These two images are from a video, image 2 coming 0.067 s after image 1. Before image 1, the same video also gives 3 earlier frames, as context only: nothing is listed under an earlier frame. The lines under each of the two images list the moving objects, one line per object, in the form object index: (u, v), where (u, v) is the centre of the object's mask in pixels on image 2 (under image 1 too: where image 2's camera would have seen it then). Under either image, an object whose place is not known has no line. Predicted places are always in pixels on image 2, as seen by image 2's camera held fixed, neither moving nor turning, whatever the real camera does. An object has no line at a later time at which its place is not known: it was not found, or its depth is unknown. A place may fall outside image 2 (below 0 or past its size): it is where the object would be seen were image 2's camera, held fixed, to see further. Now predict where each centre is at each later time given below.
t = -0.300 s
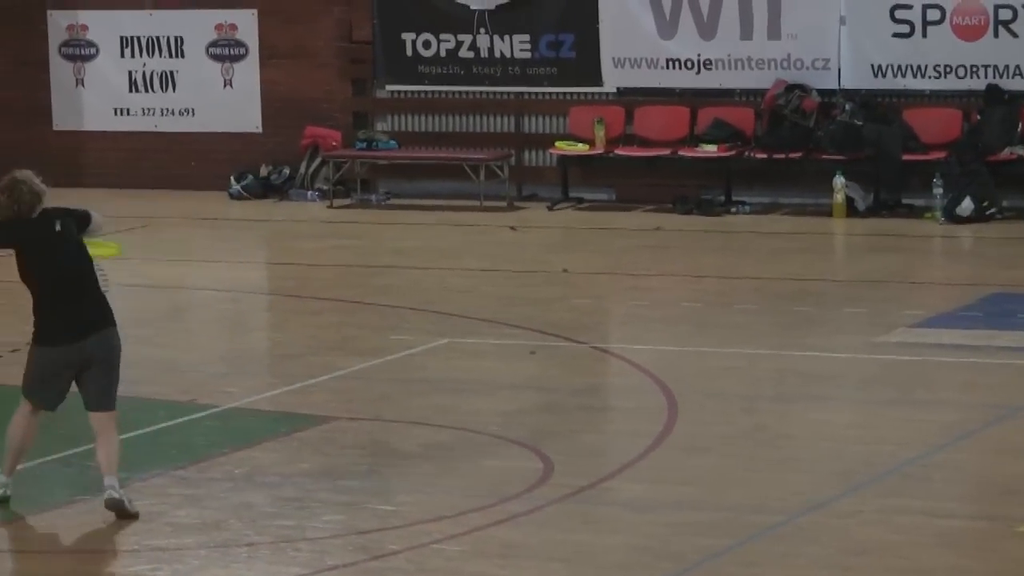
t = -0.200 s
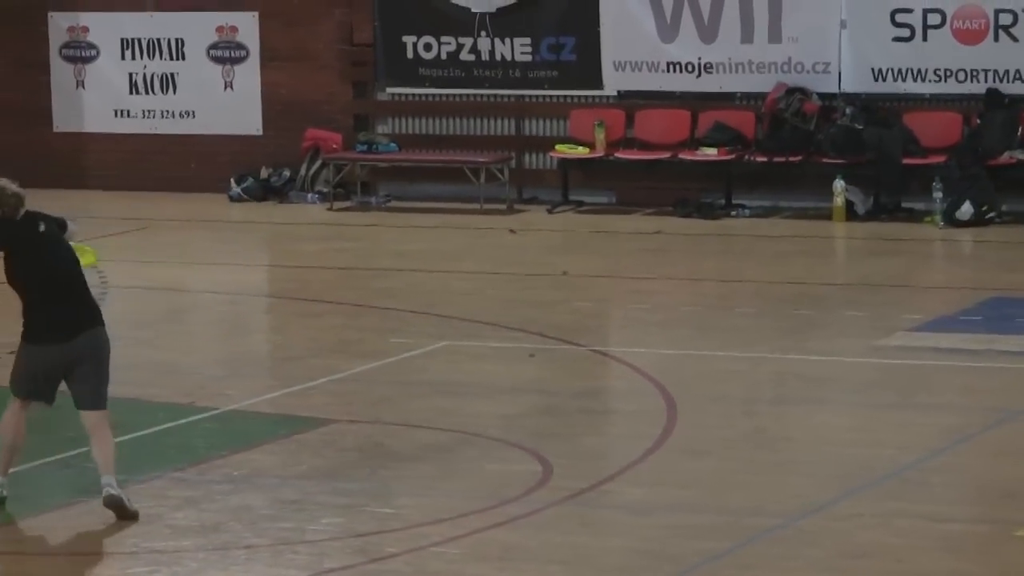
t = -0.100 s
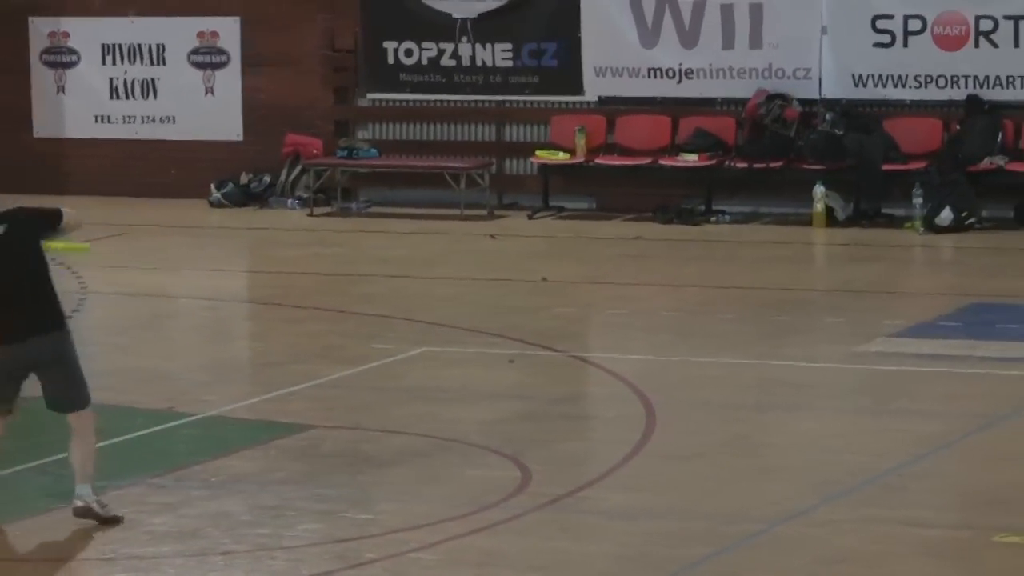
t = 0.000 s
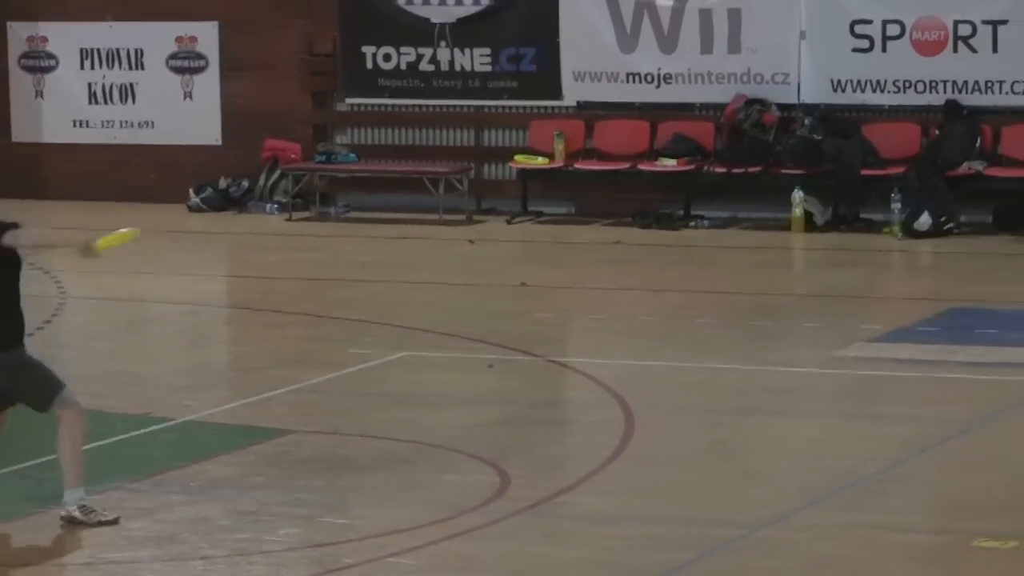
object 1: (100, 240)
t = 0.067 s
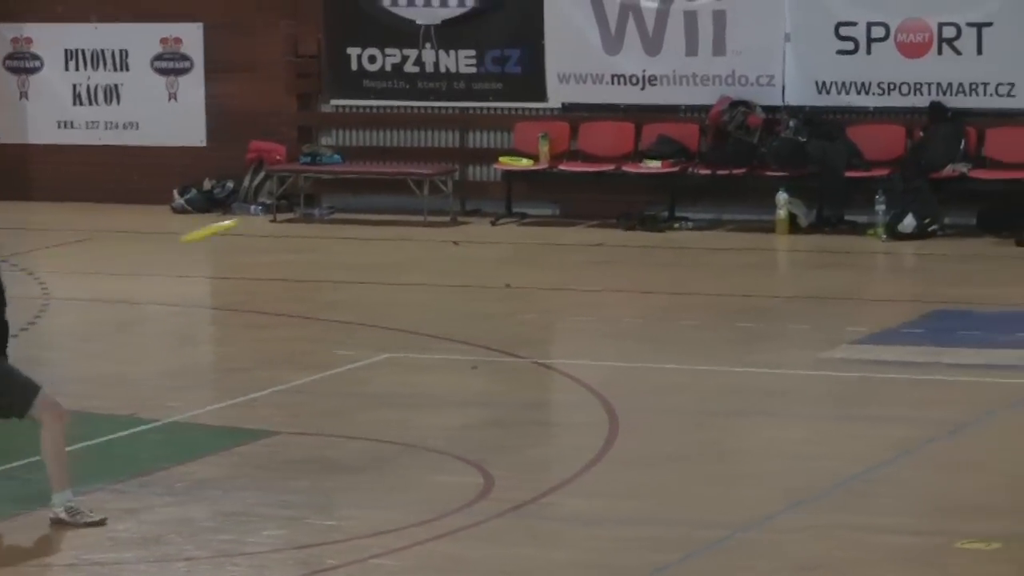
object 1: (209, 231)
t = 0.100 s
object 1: (266, 224)
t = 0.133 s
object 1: (321, 216)
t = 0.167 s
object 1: (371, 211)
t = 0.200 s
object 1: (425, 205)
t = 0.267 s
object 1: (532, 192)
